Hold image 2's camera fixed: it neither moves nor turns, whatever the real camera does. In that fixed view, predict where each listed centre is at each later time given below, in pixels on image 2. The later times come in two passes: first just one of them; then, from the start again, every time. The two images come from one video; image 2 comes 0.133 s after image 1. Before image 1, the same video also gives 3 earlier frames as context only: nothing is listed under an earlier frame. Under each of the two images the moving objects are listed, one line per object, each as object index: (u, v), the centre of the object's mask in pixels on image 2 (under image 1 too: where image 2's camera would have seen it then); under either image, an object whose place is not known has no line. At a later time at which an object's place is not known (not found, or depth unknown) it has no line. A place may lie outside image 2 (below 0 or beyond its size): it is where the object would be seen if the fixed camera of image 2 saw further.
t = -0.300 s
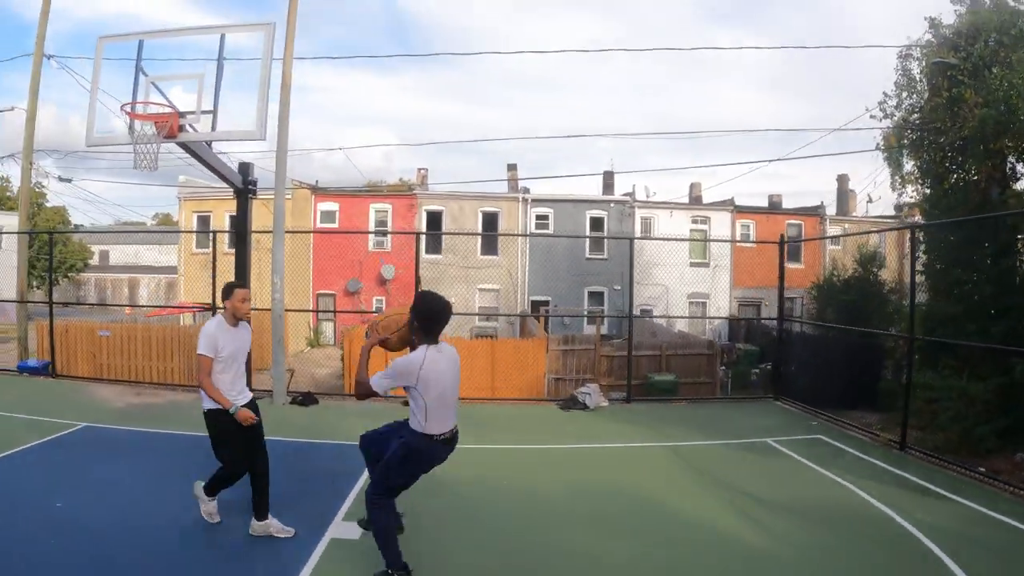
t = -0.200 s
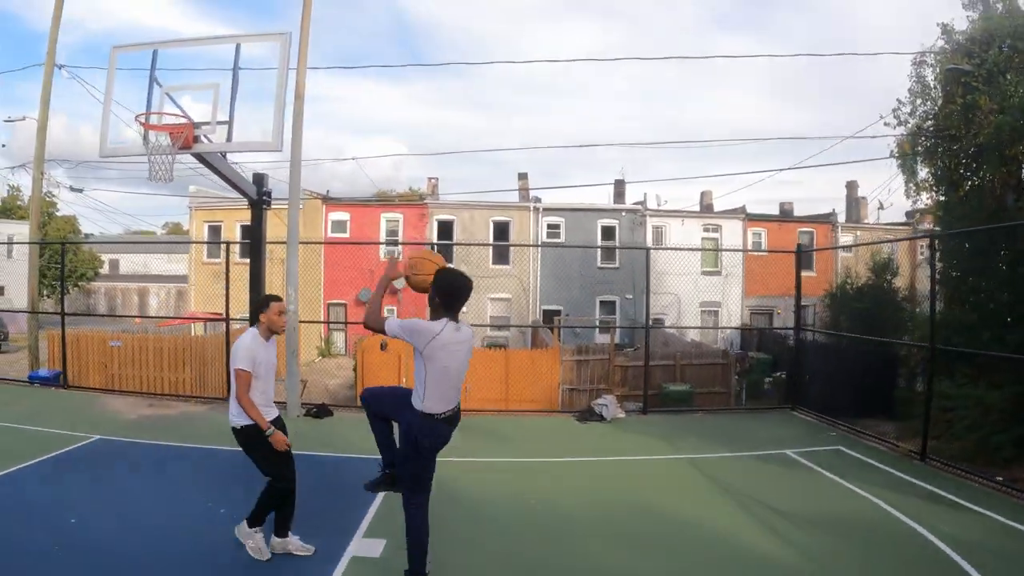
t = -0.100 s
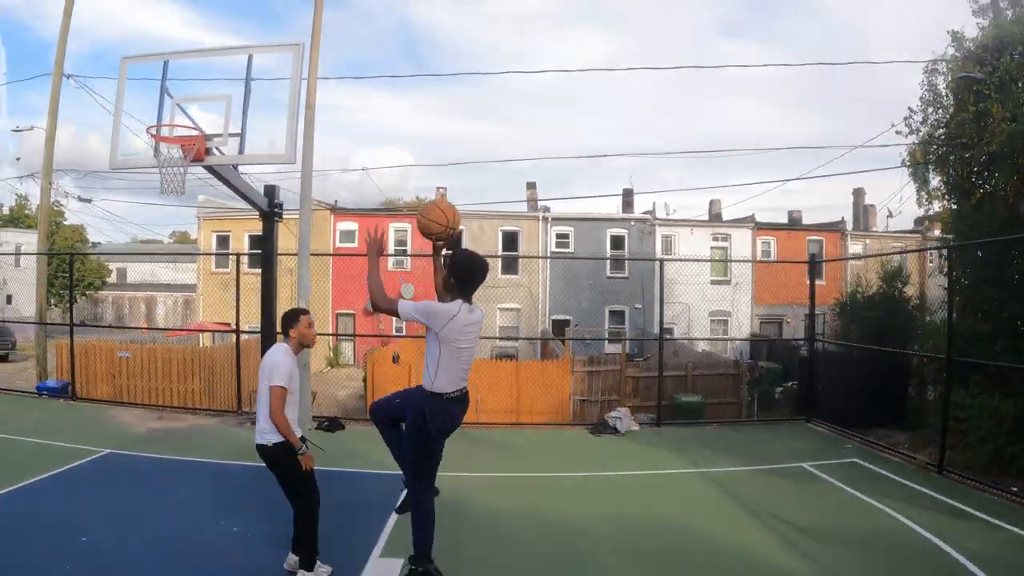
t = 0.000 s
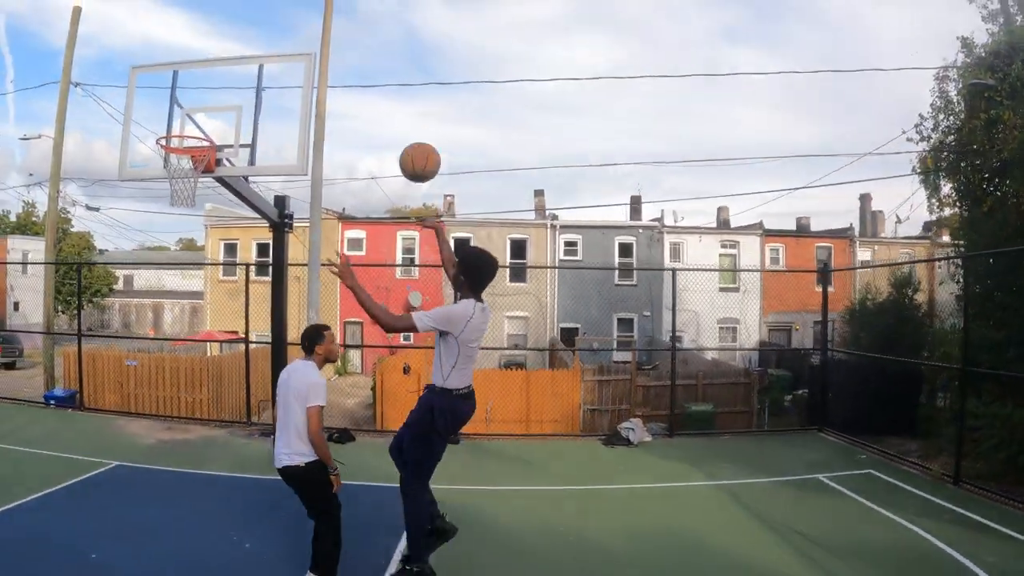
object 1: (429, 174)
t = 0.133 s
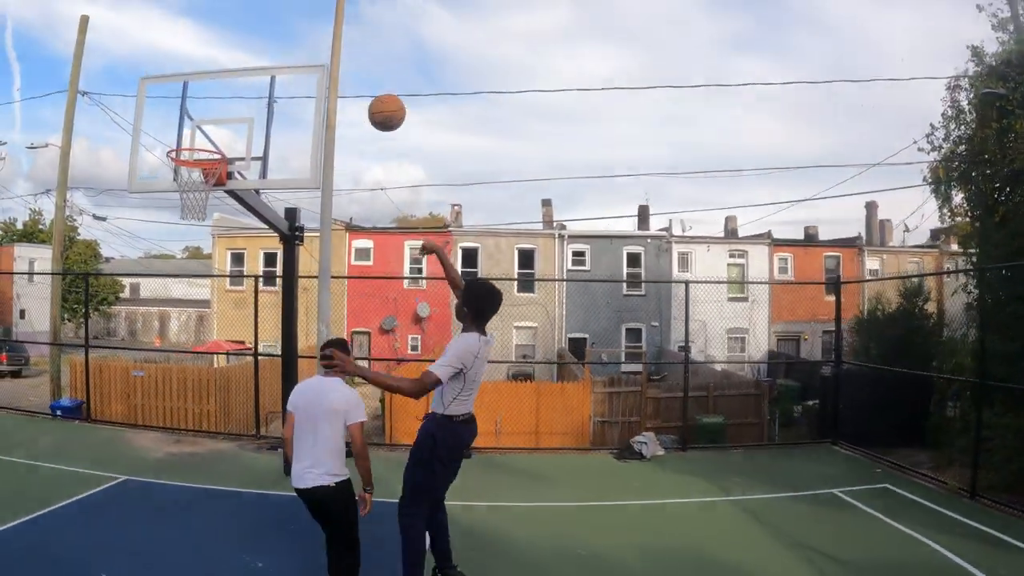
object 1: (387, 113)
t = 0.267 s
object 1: (350, 84)
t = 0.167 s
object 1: (377, 103)
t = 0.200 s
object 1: (368, 95)
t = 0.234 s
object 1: (359, 88)
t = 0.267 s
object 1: (350, 84)
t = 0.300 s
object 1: (342, 80)
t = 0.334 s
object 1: (333, 79)
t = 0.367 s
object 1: (325, 78)
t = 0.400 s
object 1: (317, 79)
